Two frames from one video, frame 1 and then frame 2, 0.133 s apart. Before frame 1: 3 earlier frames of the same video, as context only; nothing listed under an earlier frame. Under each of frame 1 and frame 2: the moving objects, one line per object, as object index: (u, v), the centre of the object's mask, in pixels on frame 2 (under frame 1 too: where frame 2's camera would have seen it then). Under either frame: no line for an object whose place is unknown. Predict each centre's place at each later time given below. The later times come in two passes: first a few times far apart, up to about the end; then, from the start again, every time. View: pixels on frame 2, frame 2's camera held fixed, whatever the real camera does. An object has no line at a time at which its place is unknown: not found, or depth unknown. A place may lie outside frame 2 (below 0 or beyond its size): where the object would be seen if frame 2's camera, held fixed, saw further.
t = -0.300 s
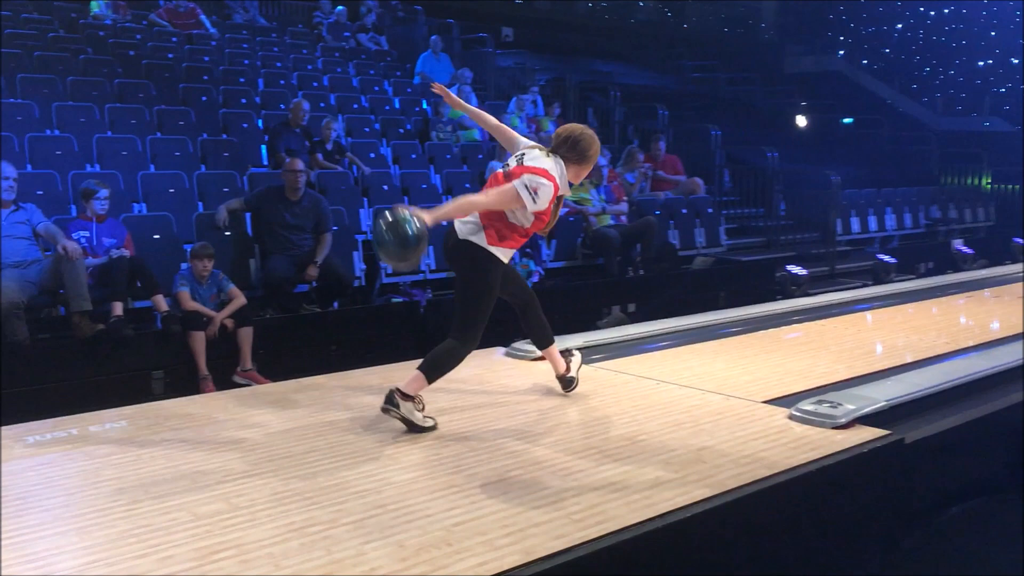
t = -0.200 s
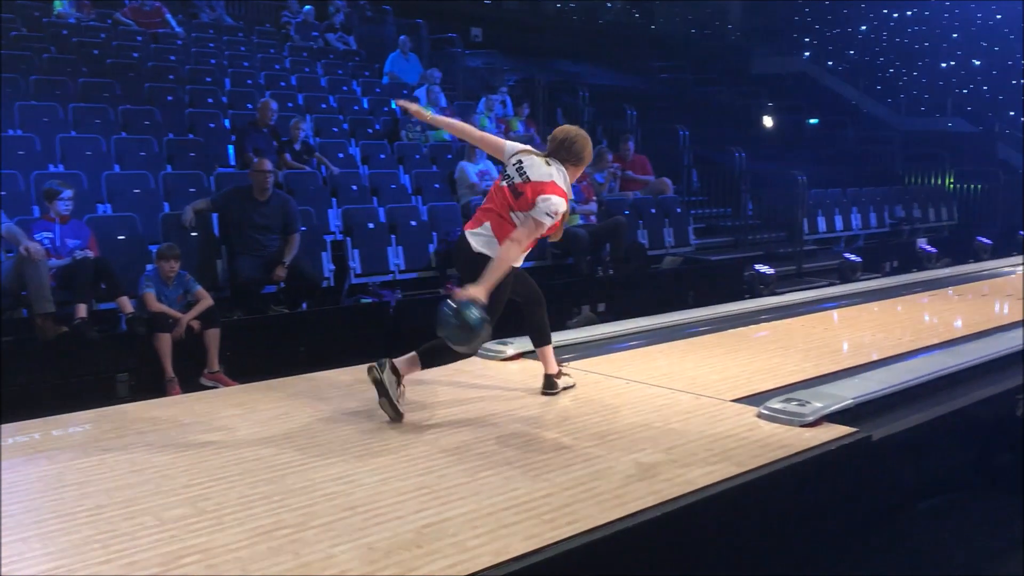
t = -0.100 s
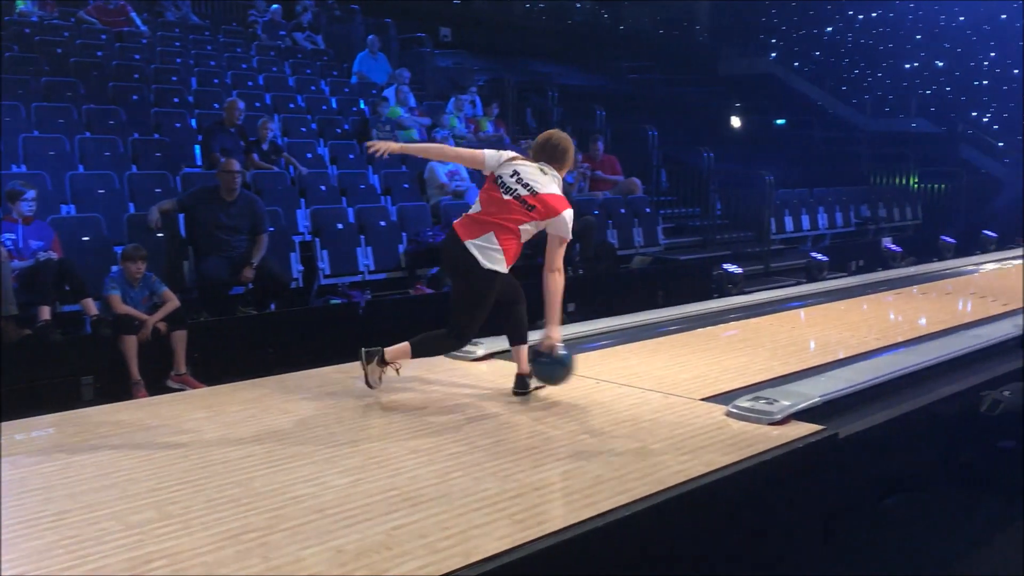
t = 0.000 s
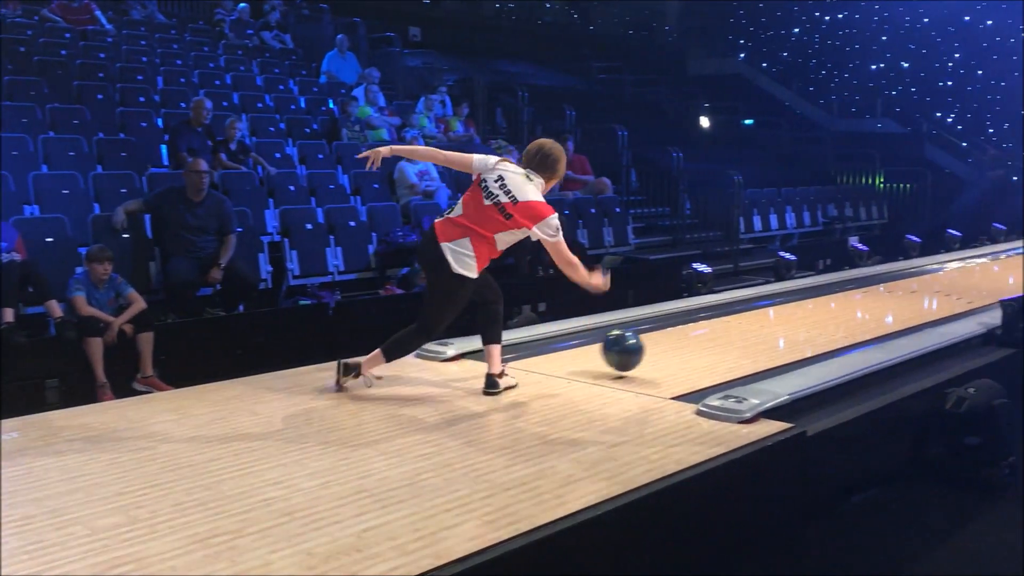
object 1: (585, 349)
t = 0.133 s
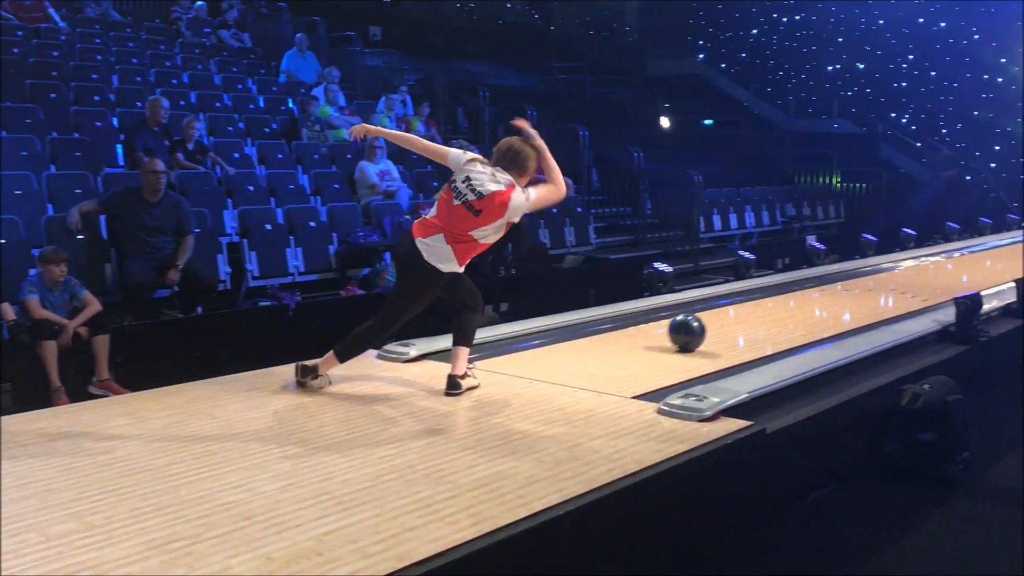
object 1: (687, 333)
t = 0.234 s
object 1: (749, 319)
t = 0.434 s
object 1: (849, 297)
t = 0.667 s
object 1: (938, 278)
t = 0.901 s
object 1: (1005, 262)
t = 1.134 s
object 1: (1059, 250)
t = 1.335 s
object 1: (1096, 241)
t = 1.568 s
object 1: (1131, 233)
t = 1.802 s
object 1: (1158, 226)
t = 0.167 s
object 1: (709, 328)
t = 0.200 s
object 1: (730, 323)
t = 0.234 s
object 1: (749, 319)
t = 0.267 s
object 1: (768, 315)
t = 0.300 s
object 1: (786, 311)
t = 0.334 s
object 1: (803, 307)
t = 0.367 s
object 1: (819, 303)
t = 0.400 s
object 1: (835, 300)
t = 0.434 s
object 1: (849, 297)
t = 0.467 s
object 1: (864, 294)
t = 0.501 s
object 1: (877, 291)
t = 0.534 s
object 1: (890, 288)
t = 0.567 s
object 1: (903, 285)
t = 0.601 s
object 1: (915, 282)
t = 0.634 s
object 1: (926, 280)
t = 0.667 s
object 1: (938, 278)
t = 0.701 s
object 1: (948, 275)
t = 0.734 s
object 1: (959, 273)
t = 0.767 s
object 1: (969, 271)
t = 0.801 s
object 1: (978, 268)
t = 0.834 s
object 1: (987, 266)
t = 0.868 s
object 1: (996, 264)
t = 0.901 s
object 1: (1005, 262)
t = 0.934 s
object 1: (1014, 260)
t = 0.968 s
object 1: (1022, 259)
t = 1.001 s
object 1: (1030, 257)
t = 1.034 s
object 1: (1037, 255)
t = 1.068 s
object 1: (1045, 254)
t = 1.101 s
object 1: (1052, 252)
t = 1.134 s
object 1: (1059, 250)
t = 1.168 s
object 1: (1065, 249)
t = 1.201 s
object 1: (1072, 247)
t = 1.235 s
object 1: (1078, 246)
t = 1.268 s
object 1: (1084, 244)
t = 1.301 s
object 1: (1090, 243)
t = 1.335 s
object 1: (1096, 241)
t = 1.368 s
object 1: (1102, 240)
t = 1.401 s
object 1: (1107, 239)
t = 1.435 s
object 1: (1112, 237)
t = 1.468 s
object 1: (1117, 236)
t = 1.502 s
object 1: (1122, 235)
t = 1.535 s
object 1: (1126, 234)
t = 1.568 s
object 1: (1131, 233)
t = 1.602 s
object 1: (1135, 232)
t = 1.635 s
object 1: (1139, 231)
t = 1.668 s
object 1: (1143, 230)
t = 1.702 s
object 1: (1147, 229)
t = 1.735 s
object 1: (1151, 228)
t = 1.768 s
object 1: (1154, 227)
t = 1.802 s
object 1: (1158, 226)
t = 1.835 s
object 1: (1161, 225)
